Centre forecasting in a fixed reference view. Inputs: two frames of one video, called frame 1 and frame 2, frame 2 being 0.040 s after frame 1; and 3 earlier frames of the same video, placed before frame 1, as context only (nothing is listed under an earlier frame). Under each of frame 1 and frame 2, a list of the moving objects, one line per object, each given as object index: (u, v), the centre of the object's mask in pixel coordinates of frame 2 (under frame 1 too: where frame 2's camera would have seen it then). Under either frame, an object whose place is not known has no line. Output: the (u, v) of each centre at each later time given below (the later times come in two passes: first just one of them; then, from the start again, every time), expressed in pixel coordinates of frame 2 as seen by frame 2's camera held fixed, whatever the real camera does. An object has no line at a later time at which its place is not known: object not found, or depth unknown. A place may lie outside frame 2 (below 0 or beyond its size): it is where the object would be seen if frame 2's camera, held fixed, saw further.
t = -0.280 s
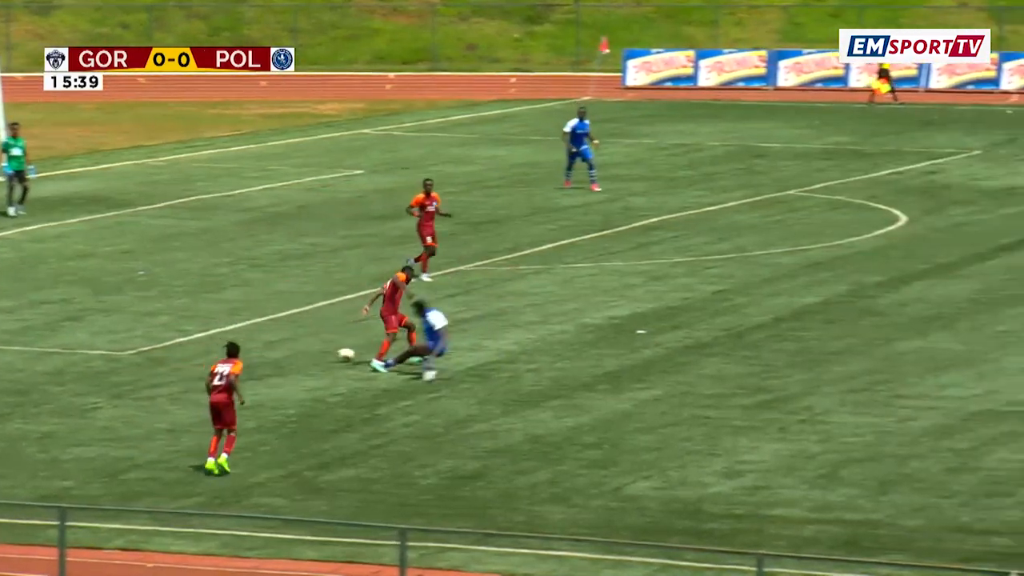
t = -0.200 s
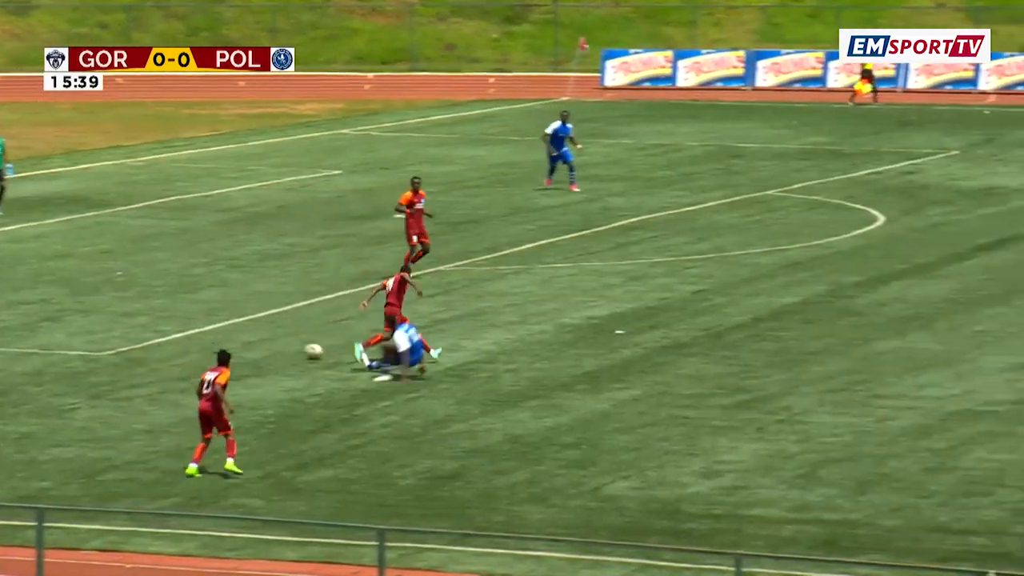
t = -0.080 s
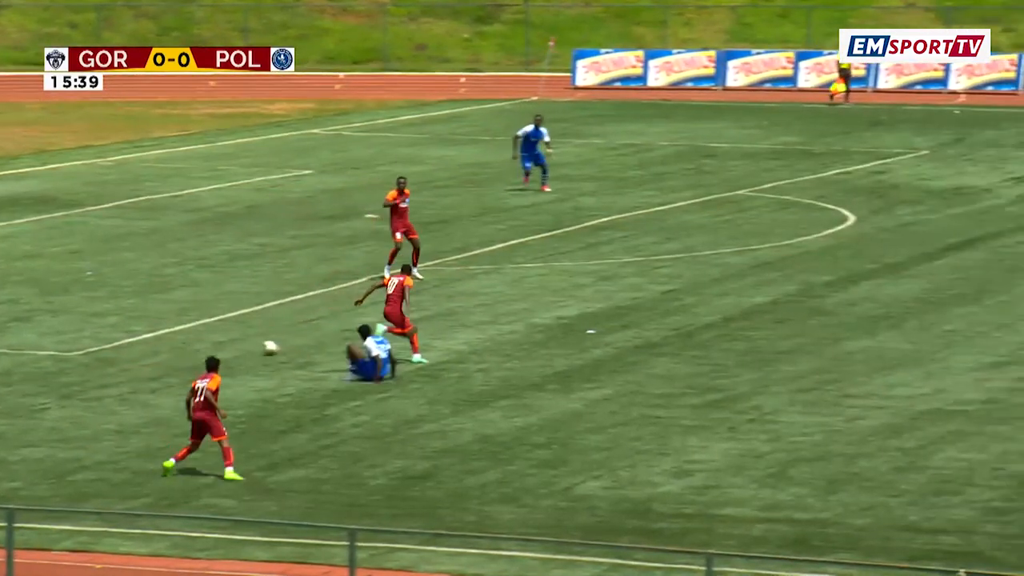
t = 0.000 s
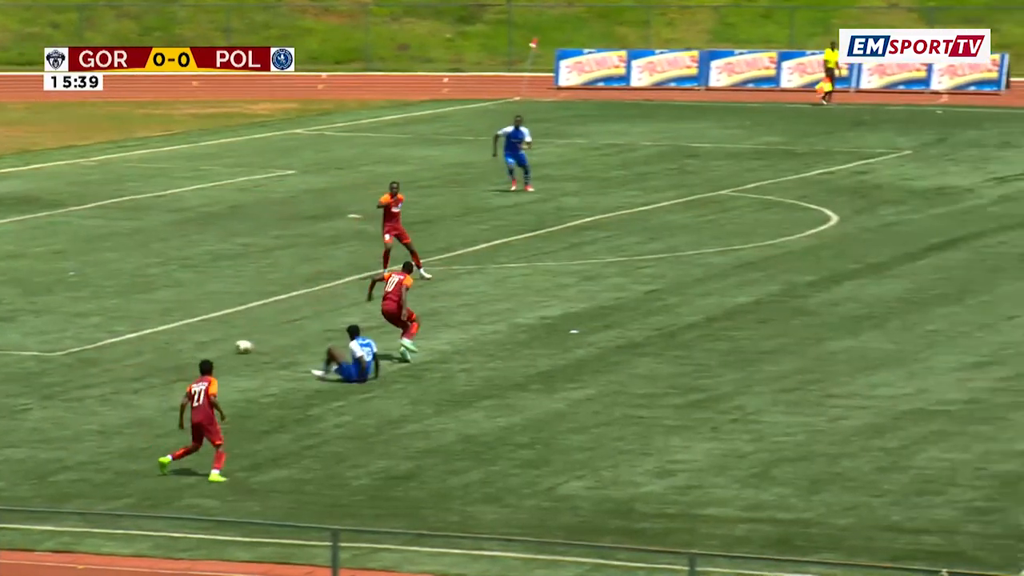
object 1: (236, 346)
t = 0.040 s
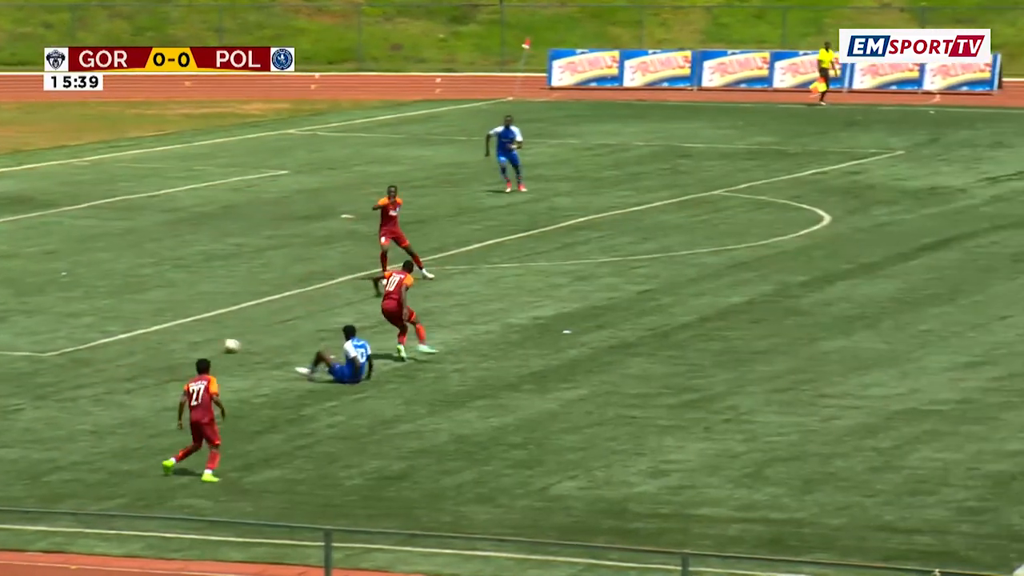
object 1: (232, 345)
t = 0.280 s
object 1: (204, 340)
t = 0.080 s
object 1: (226, 344)
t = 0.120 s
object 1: (222, 344)
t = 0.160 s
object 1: (218, 342)
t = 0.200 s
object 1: (213, 340)
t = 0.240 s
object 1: (209, 341)
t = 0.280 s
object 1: (204, 340)
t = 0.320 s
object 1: (201, 339)
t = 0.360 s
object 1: (196, 339)
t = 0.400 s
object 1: (192, 338)
